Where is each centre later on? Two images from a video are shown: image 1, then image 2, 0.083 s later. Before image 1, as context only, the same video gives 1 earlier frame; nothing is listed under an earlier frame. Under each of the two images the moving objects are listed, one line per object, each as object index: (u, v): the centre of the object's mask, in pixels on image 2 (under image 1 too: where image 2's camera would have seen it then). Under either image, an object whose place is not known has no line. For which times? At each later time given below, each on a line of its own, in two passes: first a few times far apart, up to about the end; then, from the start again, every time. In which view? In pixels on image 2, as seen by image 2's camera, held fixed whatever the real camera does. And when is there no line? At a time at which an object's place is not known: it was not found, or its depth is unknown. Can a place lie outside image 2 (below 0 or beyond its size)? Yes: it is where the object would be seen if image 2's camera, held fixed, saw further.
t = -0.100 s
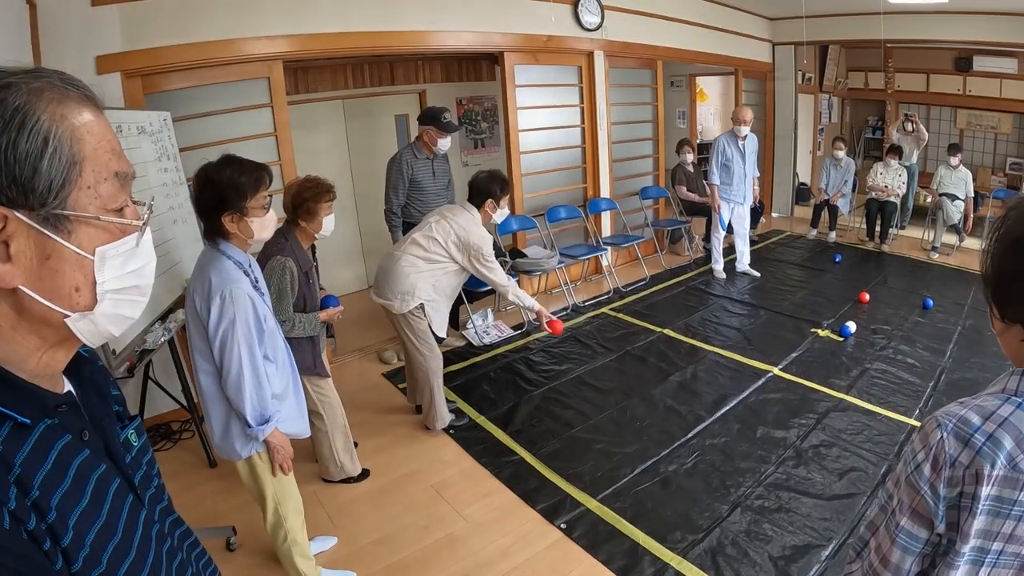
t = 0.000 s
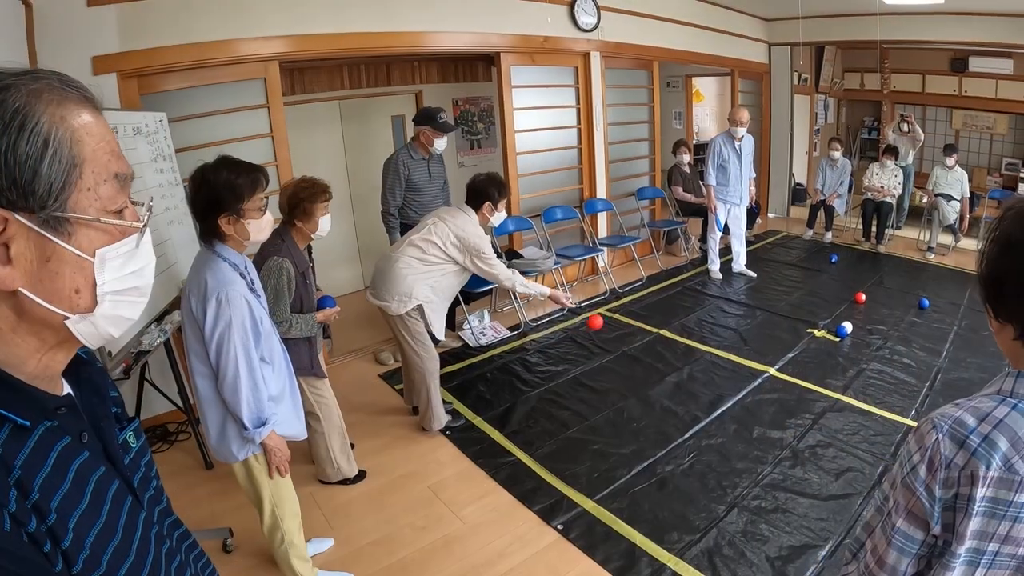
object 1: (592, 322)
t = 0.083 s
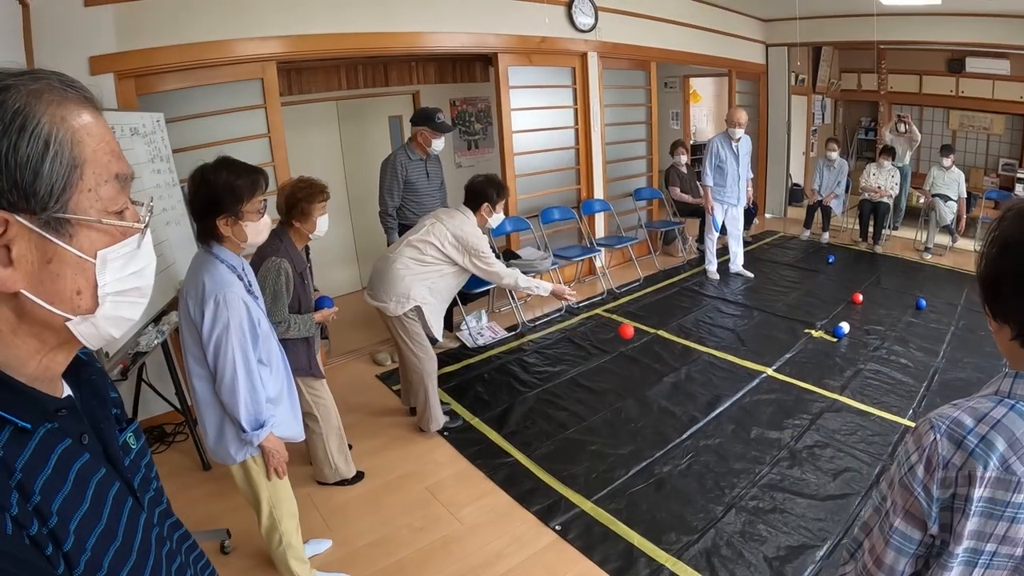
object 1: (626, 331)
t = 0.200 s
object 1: (669, 360)
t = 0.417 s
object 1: (720, 365)
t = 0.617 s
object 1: (755, 358)
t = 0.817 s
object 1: (782, 352)
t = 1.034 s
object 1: (801, 345)
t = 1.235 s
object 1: (814, 340)
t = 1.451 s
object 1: (826, 335)
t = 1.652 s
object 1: (831, 334)
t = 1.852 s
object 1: (831, 334)
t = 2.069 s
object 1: (832, 333)
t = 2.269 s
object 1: (831, 333)
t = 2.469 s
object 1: (830, 333)
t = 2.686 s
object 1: (829, 333)
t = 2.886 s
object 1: (827, 333)
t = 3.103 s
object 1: (826, 333)
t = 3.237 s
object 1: (826, 333)
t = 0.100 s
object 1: (632, 334)
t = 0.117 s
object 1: (639, 337)
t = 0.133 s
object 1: (645, 341)
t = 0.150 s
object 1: (651, 345)
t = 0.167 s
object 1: (657, 349)
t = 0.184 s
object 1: (663, 354)
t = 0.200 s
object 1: (669, 360)
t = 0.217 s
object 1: (674, 365)
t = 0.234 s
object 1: (680, 372)
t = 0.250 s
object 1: (684, 373)
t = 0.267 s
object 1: (688, 371)
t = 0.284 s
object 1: (692, 368)
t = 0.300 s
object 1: (696, 366)
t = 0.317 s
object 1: (700, 364)
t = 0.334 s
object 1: (703, 363)
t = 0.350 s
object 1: (707, 363)
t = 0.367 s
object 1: (710, 363)
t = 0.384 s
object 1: (714, 363)
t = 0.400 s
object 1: (717, 364)
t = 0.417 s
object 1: (720, 365)
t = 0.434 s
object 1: (723, 366)
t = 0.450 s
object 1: (727, 365)
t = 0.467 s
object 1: (730, 363)
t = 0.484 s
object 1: (733, 363)
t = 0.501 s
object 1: (736, 362)
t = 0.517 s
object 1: (739, 362)
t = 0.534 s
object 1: (742, 362)
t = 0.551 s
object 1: (744, 361)
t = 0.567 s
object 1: (747, 360)
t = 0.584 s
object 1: (750, 360)
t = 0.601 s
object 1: (752, 359)
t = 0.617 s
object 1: (755, 358)
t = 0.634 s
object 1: (757, 358)
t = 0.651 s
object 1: (760, 358)
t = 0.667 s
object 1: (762, 357)
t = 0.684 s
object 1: (765, 356)
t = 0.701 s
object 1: (767, 356)
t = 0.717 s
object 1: (770, 355)
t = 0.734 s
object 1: (772, 355)
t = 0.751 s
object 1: (774, 354)
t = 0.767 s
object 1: (776, 354)
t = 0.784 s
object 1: (778, 353)
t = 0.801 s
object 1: (780, 352)
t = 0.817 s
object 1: (782, 352)
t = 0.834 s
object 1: (784, 351)
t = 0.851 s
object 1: (785, 351)
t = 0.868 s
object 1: (787, 350)
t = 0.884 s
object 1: (788, 350)
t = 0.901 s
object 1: (790, 349)
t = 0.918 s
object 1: (791, 348)
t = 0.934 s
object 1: (793, 348)
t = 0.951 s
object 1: (794, 347)
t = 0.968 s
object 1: (796, 347)
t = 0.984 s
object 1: (797, 346)
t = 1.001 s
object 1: (798, 346)
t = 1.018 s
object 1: (800, 345)
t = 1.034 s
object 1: (801, 345)
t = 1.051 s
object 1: (802, 344)
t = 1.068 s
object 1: (803, 344)
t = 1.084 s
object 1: (804, 343)
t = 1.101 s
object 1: (805, 343)
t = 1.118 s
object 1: (807, 343)
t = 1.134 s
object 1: (808, 342)
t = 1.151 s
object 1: (809, 342)
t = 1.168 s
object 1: (810, 341)
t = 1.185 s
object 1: (811, 341)
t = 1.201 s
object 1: (812, 341)
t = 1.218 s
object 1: (813, 341)
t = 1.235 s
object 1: (814, 340)
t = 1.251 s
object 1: (815, 340)
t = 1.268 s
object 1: (816, 339)
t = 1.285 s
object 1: (818, 338)
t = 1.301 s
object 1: (818, 338)
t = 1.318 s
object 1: (819, 338)
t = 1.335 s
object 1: (820, 338)
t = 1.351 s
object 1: (821, 337)
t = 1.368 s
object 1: (822, 337)
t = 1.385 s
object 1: (823, 337)
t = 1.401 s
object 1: (824, 336)
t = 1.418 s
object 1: (825, 336)
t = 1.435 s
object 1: (825, 336)
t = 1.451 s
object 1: (826, 335)
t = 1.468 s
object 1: (827, 335)
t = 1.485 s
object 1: (827, 334)
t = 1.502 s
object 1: (828, 334)
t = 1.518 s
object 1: (829, 334)
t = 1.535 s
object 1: (829, 334)
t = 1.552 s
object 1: (830, 334)
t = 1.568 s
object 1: (831, 334)
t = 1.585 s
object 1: (831, 334)
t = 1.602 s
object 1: (831, 334)
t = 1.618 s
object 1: (831, 334)
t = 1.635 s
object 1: (831, 334)
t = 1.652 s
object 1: (831, 334)
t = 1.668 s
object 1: (831, 334)
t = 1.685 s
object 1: (831, 334)
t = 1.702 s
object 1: (831, 334)
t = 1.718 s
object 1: (831, 334)
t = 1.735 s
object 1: (831, 334)
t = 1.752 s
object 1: (831, 334)
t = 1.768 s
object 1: (831, 334)
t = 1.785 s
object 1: (831, 334)
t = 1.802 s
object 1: (831, 334)
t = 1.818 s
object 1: (831, 334)
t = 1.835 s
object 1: (831, 334)
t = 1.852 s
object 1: (831, 334)
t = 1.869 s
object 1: (831, 334)
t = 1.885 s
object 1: (831, 334)
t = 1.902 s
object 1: (832, 334)
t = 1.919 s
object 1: (832, 334)
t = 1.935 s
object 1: (832, 334)
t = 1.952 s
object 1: (832, 334)
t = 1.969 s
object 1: (832, 334)
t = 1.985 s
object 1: (831, 334)
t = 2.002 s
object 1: (832, 334)
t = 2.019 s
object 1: (832, 333)
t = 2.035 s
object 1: (832, 333)
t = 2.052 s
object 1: (832, 333)
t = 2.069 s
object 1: (832, 333)
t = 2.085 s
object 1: (832, 333)
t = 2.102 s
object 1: (832, 333)
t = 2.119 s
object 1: (832, 333)
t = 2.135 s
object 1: (832, 333)
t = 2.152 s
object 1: (832, 333)
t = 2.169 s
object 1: (832, 333)
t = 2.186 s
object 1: (832, 333)
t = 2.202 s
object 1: (832, 333)
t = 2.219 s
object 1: (832, 333)
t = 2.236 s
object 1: (832, 333)
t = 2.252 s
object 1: (831, 333)
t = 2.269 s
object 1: (831, 333)
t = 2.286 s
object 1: (831, 333)
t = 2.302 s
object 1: (831, 333)
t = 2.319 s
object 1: (831, 333)
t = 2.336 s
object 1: (831, 333)
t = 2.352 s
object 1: (831, 333)
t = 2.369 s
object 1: (831, 333)
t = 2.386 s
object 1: (831, 333)
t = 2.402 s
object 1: (831, 333)
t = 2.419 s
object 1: (830, 333)
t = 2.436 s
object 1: (830, 333)
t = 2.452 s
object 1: (830, 333)
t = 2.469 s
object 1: (830, 333)
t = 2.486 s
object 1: (830, 333)
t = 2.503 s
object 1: (830, 333)
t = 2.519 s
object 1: (830, 333)
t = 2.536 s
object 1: (830, 333)
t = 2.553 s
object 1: (830, 333)
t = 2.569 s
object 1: (830, 333)
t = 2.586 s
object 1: (829, 333)
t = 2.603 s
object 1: (829, 333)
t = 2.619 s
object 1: (829, 333)
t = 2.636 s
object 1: (829, 333)
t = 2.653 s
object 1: (829, 333)
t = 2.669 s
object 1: (829, 333)
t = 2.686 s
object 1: (829, 333)
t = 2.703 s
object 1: (828, 333)
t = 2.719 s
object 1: (829, 333)
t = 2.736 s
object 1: (828, 333)
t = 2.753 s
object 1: (828, 333)
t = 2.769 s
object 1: (828, 333)
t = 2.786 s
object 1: (828, 333)
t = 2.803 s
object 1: (828, 333)
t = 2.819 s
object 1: (828, 333)
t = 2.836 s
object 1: (828, 333)
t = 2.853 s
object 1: (828, 333)
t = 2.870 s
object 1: (827, 333)
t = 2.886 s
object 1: (827, 333)
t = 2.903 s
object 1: (827, 333)
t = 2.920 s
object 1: (827, 333)
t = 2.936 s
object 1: (827, 333)
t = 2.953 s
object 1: (827, 333)
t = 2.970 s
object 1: (827, 333)
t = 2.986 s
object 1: (827, 333)
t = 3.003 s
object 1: (827, 333)
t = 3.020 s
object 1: (827, 333)
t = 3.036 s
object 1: (826, 333)
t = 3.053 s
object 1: (827, 333)
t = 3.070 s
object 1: (826, 333)
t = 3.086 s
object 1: (827, 333)
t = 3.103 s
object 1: (826, 333)
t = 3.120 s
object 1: (826, 333)
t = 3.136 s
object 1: (826, 333)
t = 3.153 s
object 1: (826, 333)
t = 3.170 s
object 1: (826, 333)
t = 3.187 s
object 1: (826, 333)
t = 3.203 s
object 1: (826, 333)
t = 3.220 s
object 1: (826, 333)
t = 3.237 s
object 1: (826, 333)
